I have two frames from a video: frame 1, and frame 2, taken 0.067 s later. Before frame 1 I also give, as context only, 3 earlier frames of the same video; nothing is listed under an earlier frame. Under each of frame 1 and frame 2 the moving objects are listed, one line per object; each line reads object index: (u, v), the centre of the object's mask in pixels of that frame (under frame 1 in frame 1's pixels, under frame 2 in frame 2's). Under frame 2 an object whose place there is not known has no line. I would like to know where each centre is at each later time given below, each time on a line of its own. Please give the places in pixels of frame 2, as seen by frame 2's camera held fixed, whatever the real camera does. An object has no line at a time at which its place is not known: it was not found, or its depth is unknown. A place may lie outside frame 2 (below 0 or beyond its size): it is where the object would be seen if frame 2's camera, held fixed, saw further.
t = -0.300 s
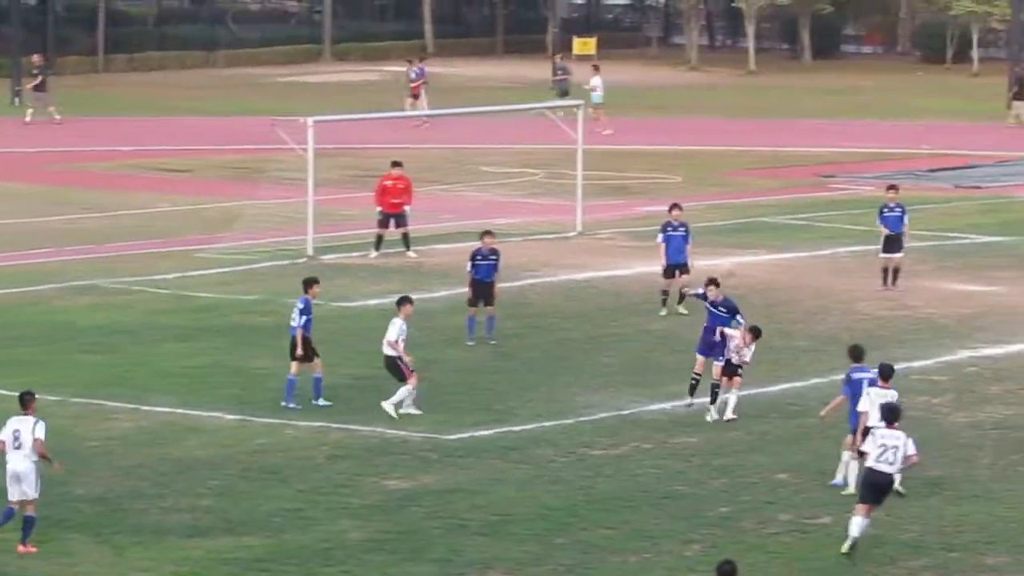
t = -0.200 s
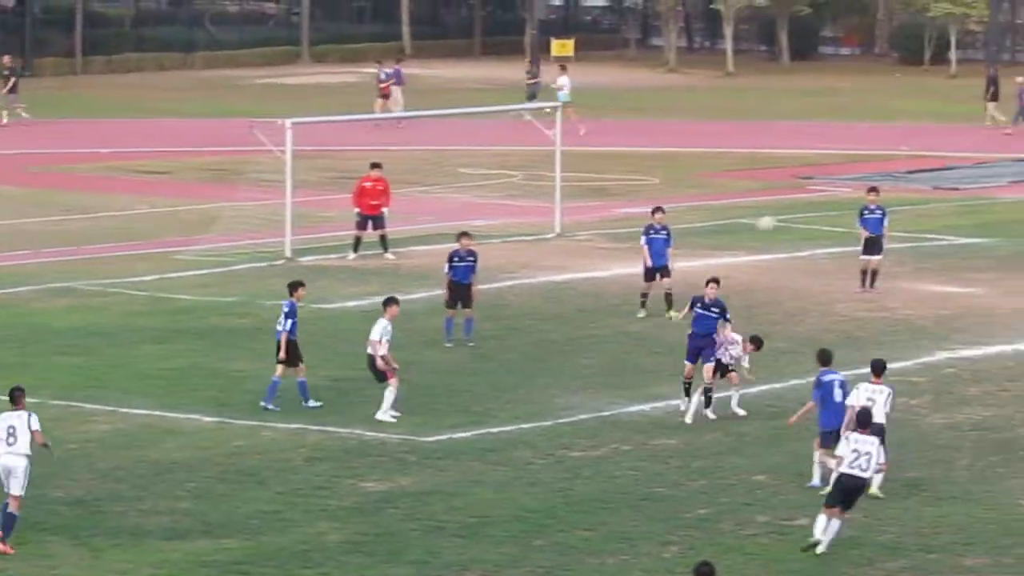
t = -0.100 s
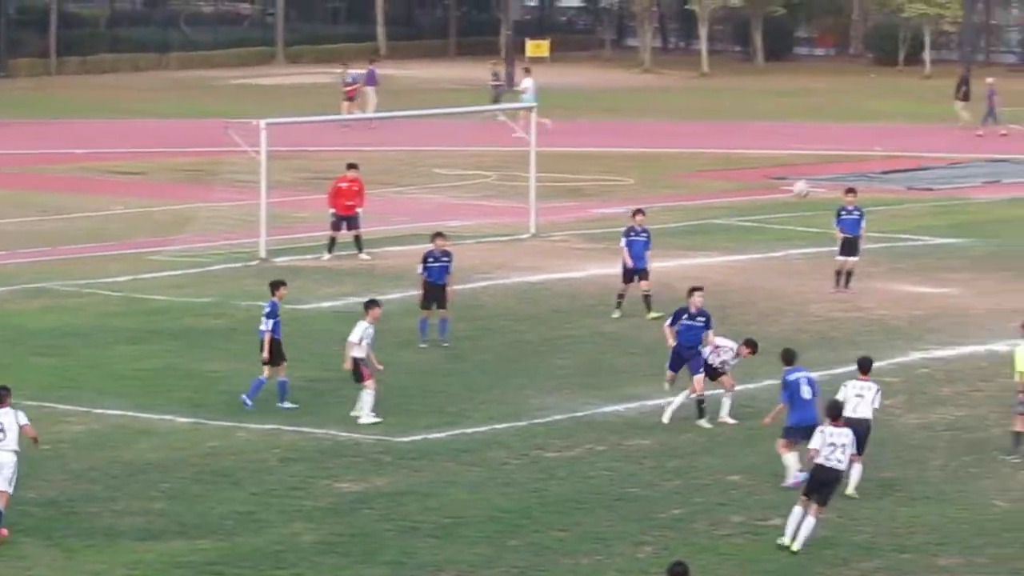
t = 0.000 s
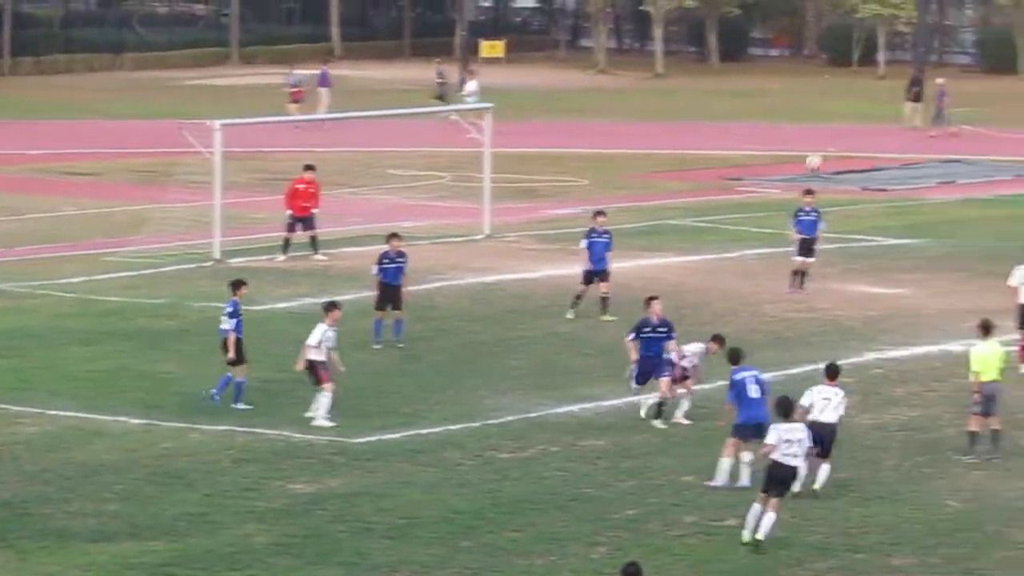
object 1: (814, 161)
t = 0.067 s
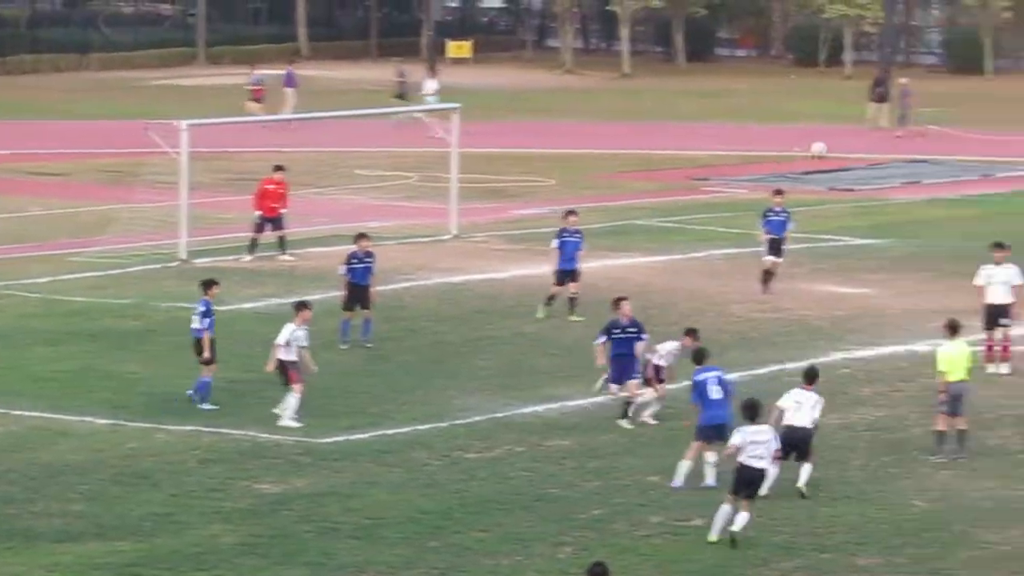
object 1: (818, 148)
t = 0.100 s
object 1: (832, 145)
